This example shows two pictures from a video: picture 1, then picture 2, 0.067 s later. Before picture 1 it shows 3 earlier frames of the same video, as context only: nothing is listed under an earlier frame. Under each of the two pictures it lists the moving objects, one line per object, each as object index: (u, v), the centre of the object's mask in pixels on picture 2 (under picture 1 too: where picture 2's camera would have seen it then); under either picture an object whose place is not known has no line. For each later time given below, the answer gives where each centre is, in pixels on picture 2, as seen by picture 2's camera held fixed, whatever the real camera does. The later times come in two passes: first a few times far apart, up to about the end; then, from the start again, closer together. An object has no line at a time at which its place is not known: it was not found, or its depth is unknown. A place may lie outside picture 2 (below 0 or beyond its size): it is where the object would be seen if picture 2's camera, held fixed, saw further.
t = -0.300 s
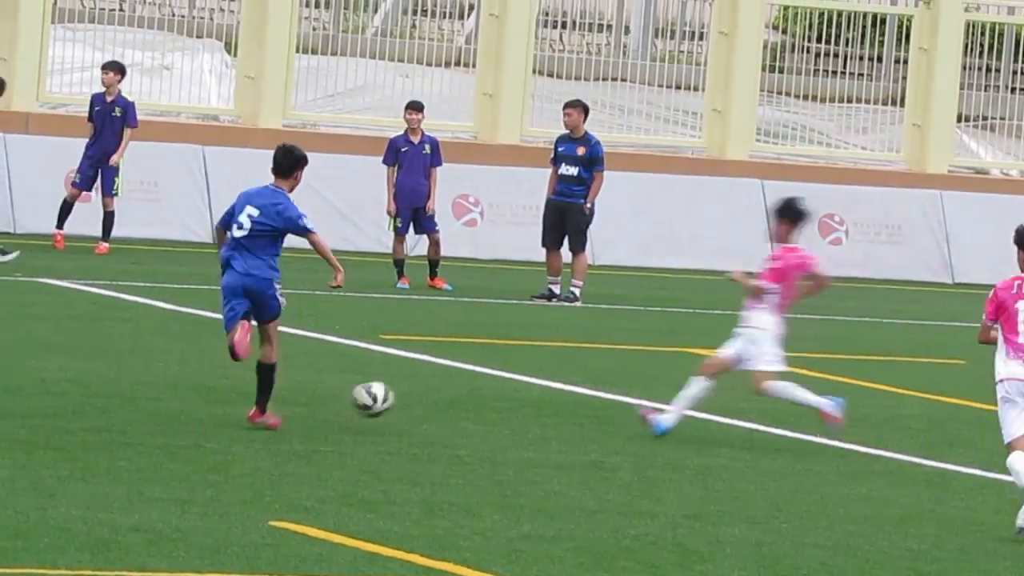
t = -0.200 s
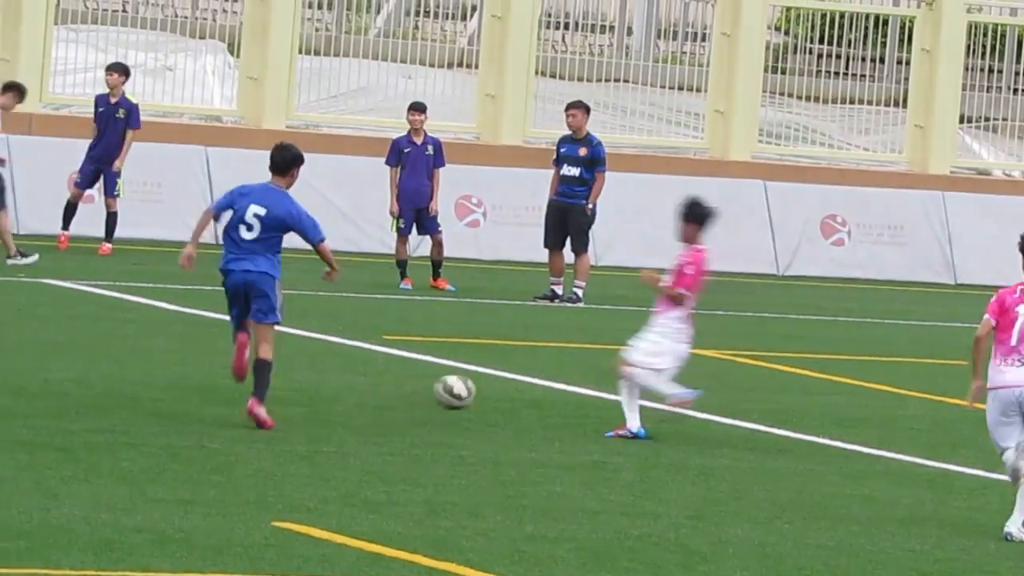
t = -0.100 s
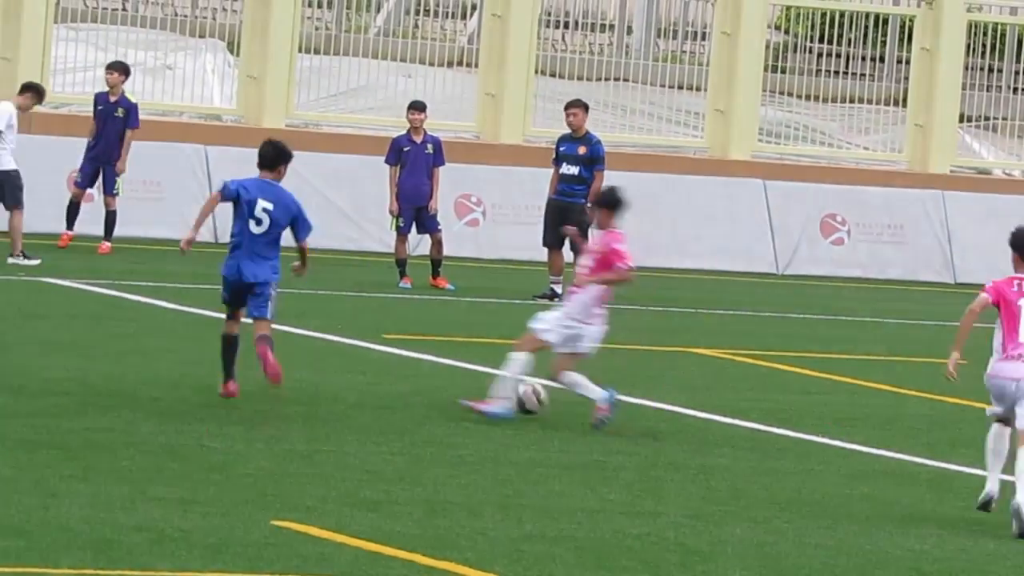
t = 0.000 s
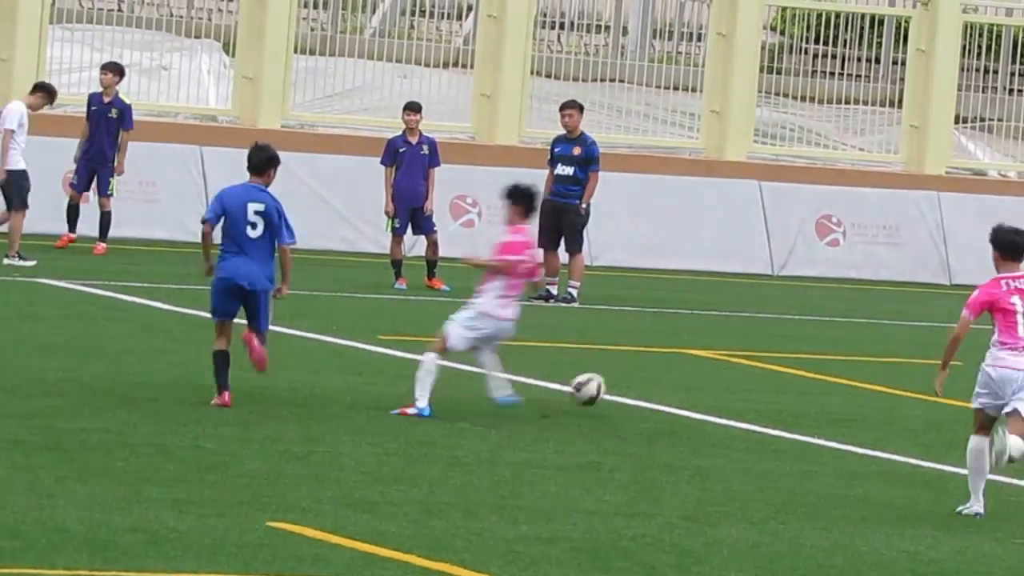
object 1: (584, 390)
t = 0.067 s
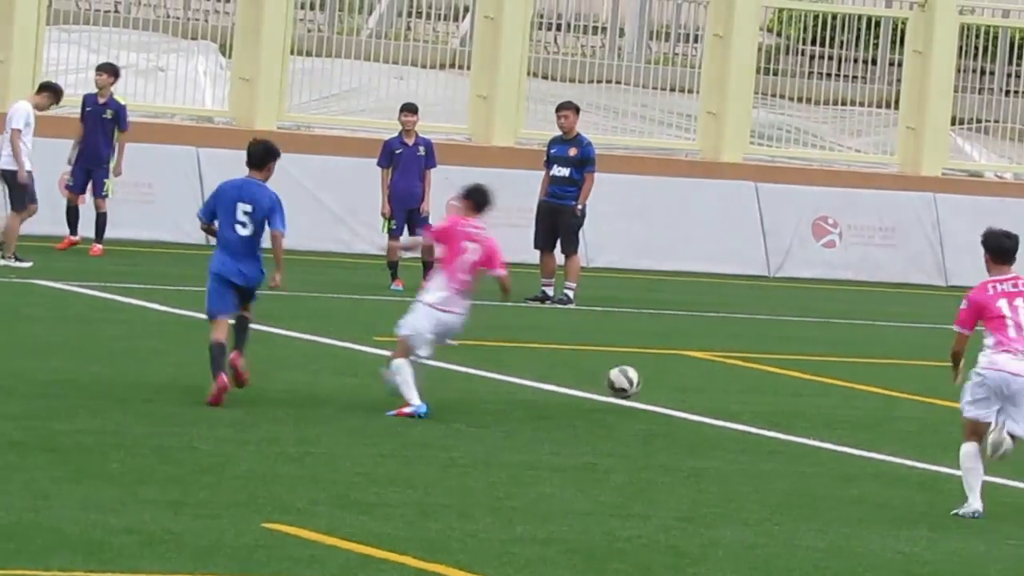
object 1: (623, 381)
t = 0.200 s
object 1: (698, 385)
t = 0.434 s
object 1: (801, 378)
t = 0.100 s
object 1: (642, 380)
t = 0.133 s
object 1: (661, 380)
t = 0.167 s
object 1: (680, 382)
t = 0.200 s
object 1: (698, 385)
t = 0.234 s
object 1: (715, 390)
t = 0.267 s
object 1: (731, 389)
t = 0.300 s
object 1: (746, 383)
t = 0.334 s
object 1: (759, 380)
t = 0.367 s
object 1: (773, 378)
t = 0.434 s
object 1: (801, 378)
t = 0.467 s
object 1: (814, 381)
